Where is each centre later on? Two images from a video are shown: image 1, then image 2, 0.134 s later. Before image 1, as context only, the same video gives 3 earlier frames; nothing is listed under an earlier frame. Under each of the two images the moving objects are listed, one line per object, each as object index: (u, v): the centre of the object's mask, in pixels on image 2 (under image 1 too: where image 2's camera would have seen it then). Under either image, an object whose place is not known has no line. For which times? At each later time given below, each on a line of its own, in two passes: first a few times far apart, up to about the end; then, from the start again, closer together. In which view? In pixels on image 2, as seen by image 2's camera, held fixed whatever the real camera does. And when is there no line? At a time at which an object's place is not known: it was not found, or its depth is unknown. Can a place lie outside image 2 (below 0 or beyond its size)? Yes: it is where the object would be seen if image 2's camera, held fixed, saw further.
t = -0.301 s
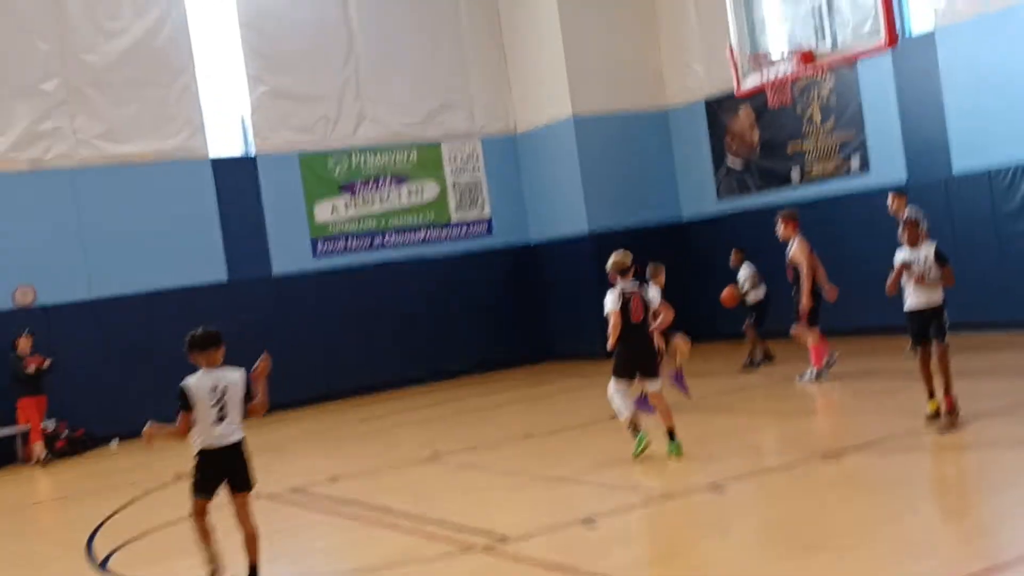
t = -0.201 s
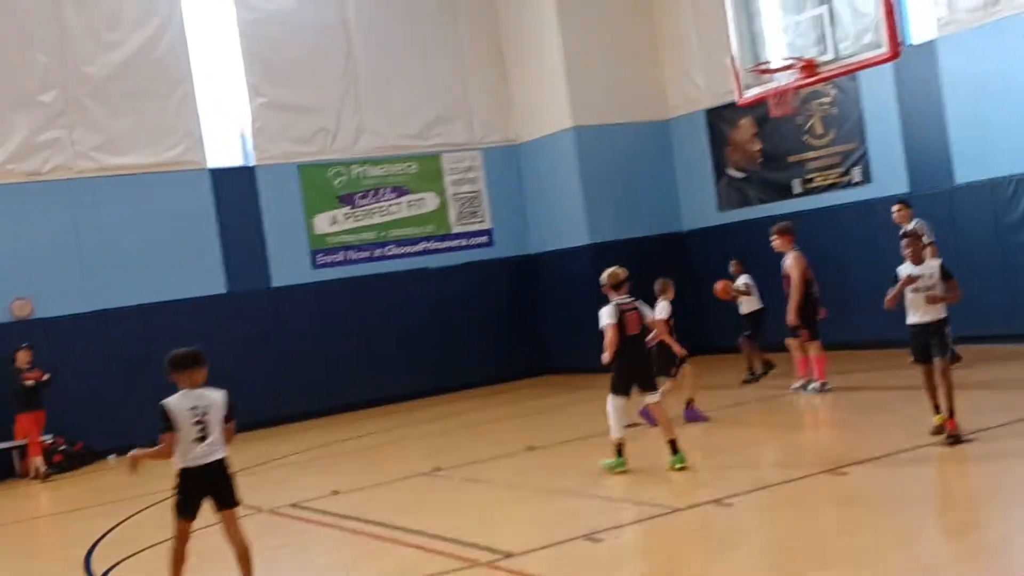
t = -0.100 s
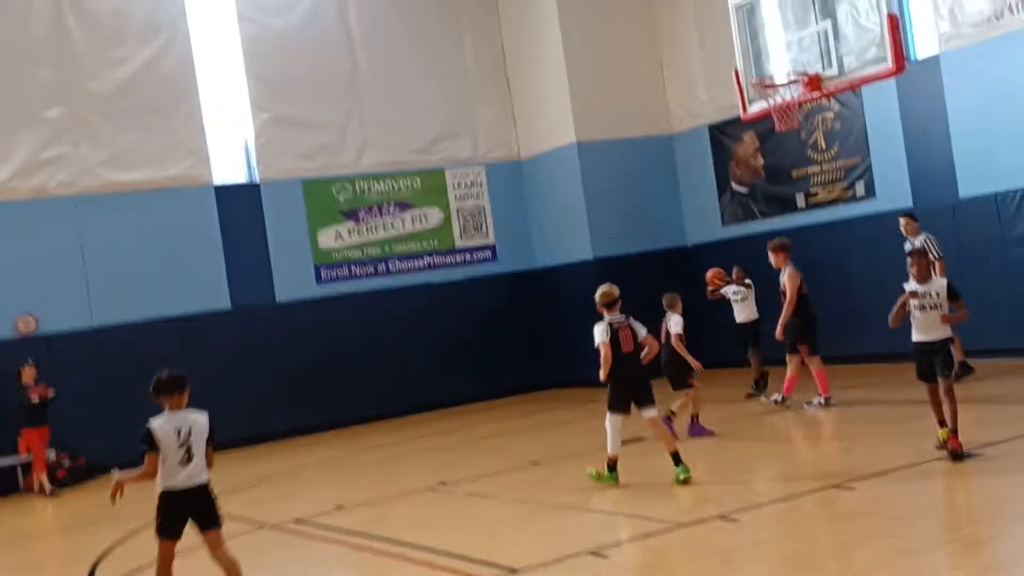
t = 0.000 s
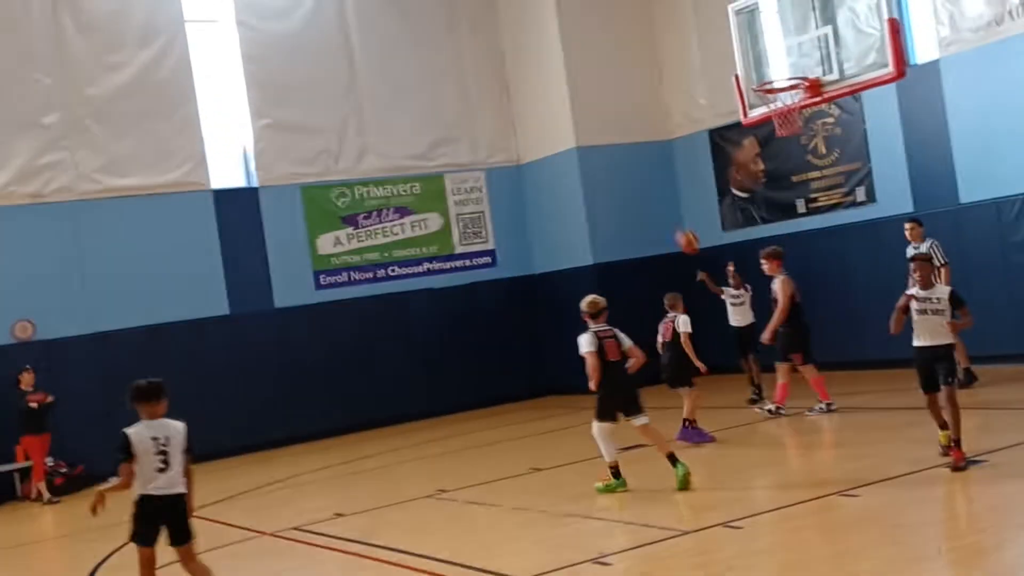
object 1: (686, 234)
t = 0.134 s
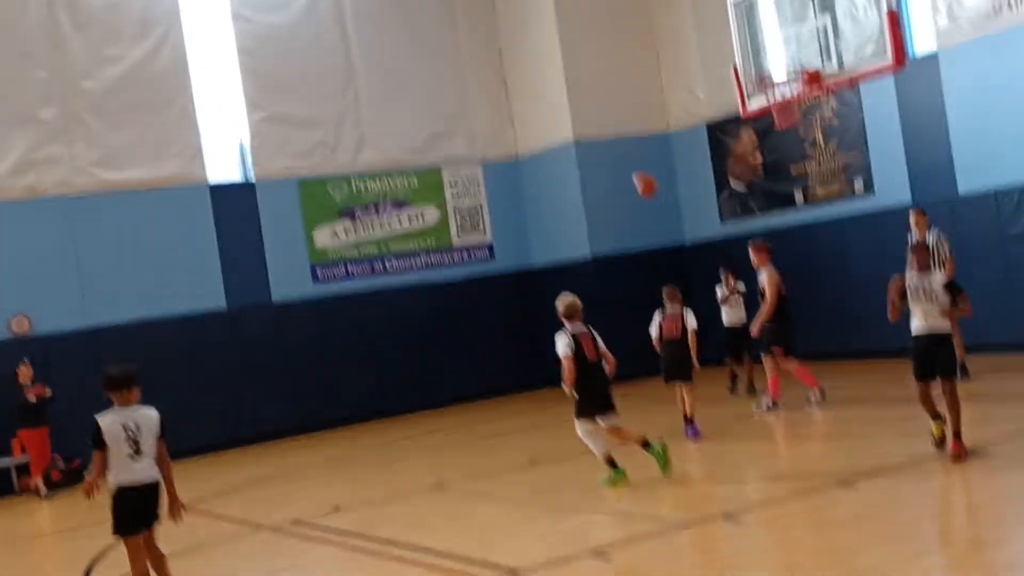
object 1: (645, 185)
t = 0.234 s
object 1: (614, 157)
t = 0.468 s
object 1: (538, 121)
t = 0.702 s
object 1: (450, 139)
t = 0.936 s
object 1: (354, 231)
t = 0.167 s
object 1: (635, 174)
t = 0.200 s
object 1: (626, 165)
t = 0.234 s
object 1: (614, 157)
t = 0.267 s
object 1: (604, 149)
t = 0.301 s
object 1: (594, 143)
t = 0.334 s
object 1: (583, 136)
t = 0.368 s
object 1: (572, 131)
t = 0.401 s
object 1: (561, 126)
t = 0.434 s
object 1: (550, 123)
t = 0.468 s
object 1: (538, 121)
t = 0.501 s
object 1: (525, 120)
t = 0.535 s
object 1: (513, 119)
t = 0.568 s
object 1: (500, 120)
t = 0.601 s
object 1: (488, 123)
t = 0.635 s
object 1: (475, 127)
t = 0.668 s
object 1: (463, 133)
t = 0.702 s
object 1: (450, 139)
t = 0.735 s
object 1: (436, 147)
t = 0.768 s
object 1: (423, 157)
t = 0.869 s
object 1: (382, 195)
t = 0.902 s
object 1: (368, 212)
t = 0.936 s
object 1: (354, 231)
